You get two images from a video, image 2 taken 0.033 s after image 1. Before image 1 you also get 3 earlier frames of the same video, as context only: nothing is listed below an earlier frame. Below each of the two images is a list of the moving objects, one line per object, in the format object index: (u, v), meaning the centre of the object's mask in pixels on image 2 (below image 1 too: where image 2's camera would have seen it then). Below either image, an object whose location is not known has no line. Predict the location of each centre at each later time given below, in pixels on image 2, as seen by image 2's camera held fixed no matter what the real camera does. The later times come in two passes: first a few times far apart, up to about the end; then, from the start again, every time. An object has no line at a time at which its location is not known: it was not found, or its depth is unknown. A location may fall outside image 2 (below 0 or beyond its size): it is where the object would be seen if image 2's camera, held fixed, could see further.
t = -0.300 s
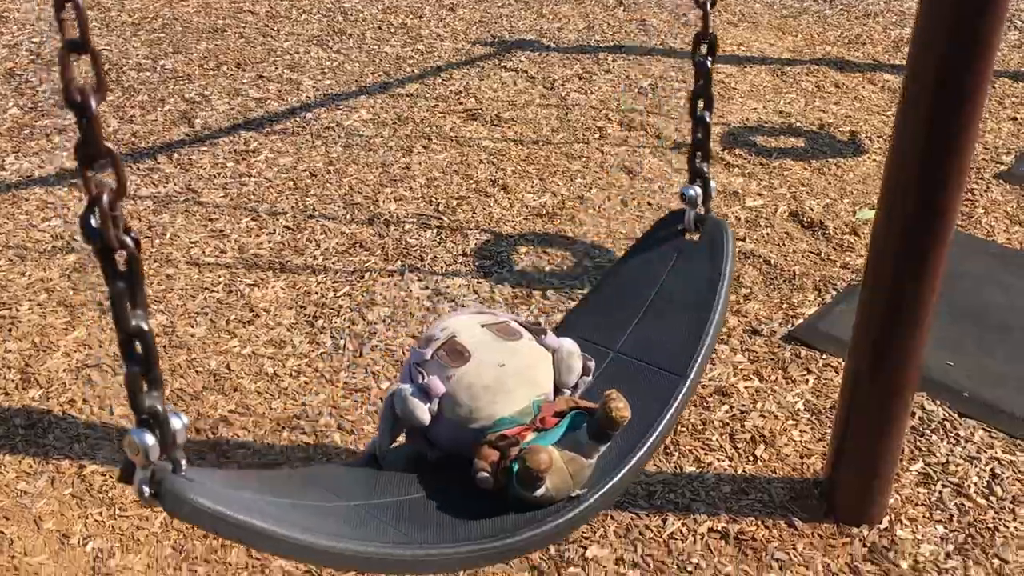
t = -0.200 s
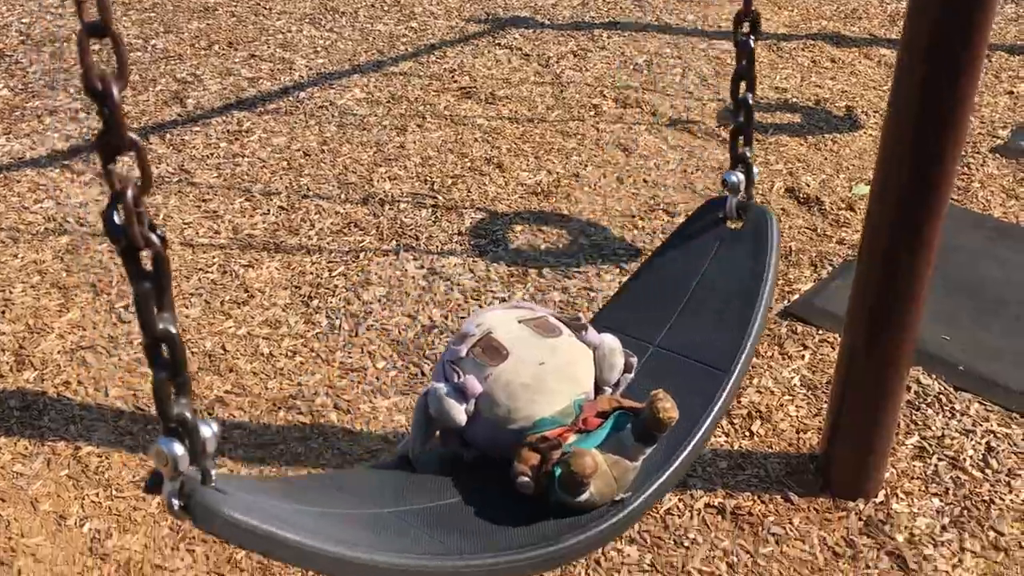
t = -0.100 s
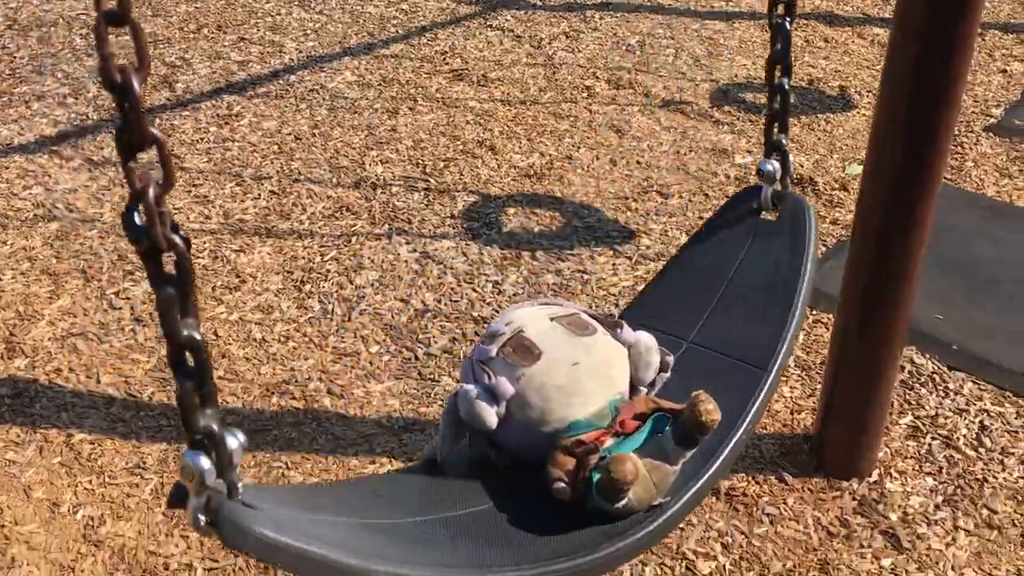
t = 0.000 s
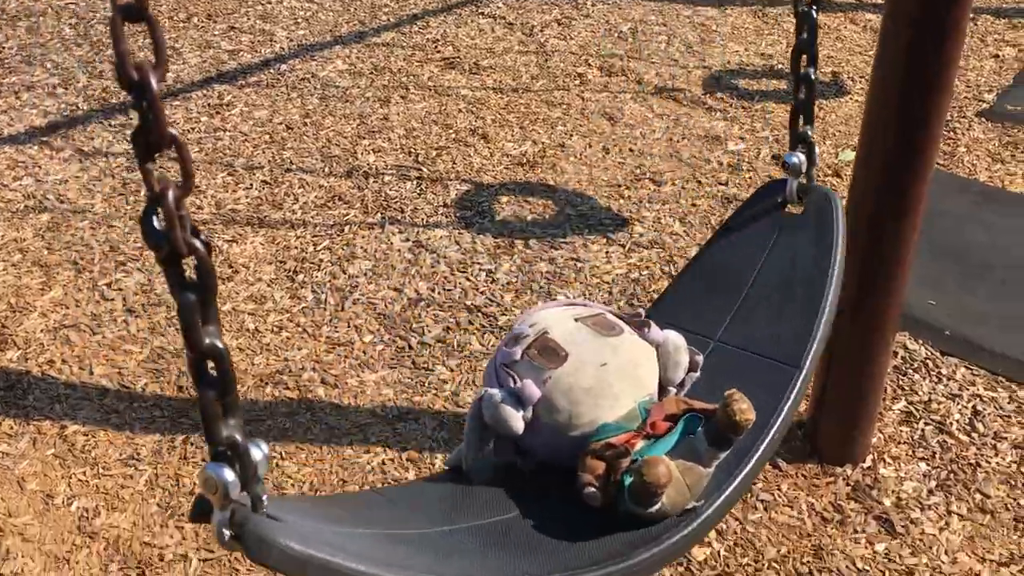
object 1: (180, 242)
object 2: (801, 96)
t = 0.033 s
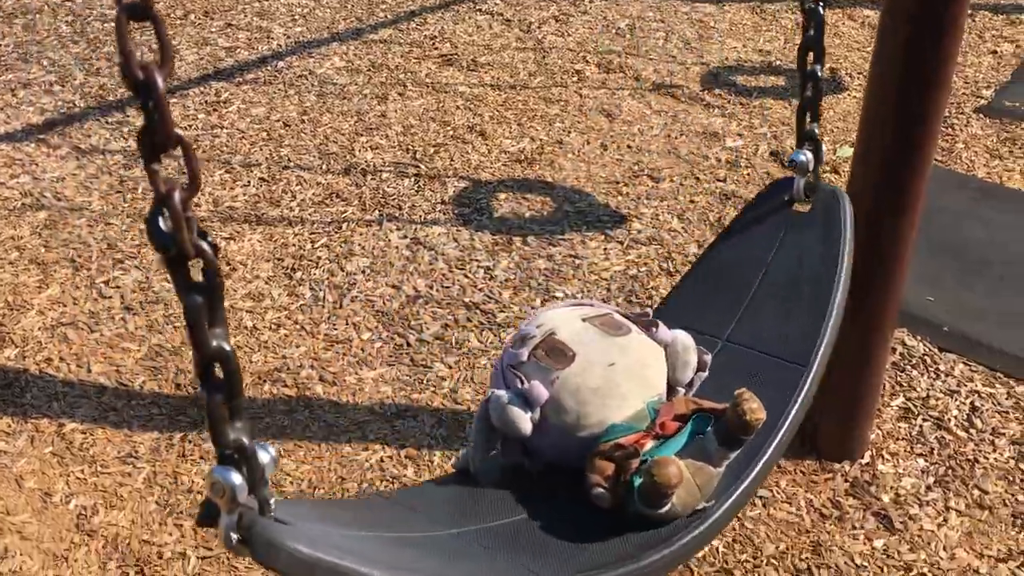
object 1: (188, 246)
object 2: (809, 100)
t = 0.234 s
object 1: (214, 255)
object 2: (828, 105)
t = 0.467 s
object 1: (185, 246)
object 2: (772, 99)
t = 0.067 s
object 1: (196, 249)
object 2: (816, 104)
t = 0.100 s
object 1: (202, 251)
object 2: (821, 104)
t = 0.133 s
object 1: (207, 255)
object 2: (826, 107)
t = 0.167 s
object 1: (211, 255)
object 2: (829, 106)
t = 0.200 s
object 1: (213, 256)
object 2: (829, 107)
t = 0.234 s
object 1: (214, 255)
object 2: (828, 105)
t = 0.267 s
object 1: (214, 255)
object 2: (825, 105)
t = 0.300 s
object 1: (212, 254)
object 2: (820, 106)
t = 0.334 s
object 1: (209, 261)
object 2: (813, 105)
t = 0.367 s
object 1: (205, 258)
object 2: (804, 104)
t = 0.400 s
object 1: (198, 253)
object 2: (795, 103)
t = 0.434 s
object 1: (192, 250)
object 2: (784, 102)
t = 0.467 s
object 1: (185, 246)
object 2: (772, 99)
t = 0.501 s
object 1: (177, 240)
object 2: (759, 97)
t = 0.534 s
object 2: (746, 96)
